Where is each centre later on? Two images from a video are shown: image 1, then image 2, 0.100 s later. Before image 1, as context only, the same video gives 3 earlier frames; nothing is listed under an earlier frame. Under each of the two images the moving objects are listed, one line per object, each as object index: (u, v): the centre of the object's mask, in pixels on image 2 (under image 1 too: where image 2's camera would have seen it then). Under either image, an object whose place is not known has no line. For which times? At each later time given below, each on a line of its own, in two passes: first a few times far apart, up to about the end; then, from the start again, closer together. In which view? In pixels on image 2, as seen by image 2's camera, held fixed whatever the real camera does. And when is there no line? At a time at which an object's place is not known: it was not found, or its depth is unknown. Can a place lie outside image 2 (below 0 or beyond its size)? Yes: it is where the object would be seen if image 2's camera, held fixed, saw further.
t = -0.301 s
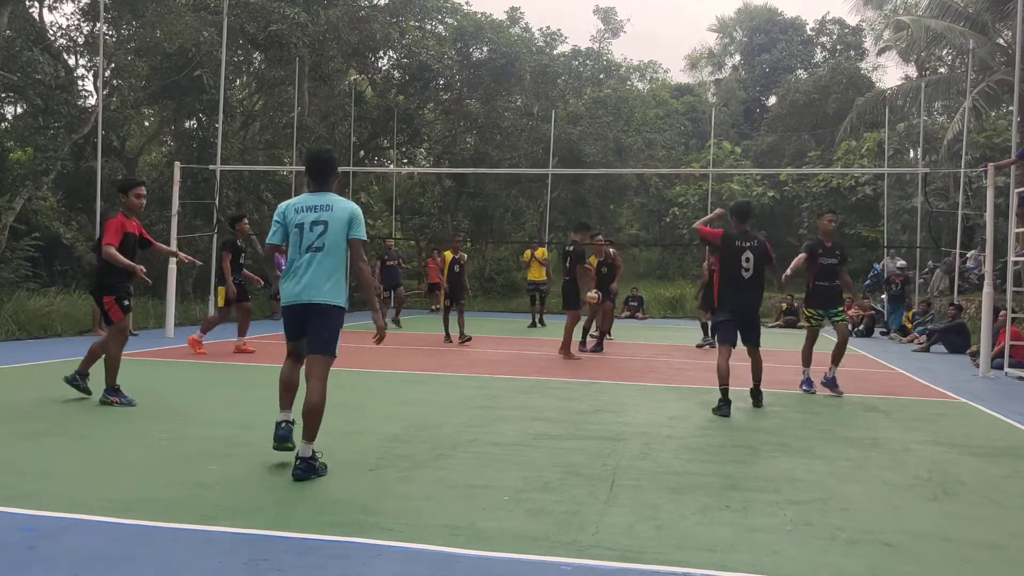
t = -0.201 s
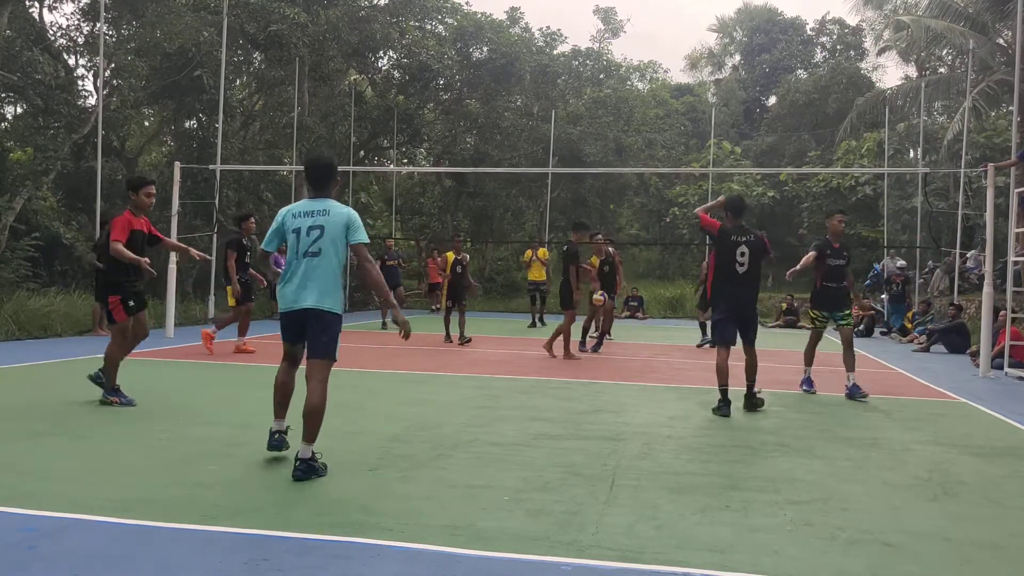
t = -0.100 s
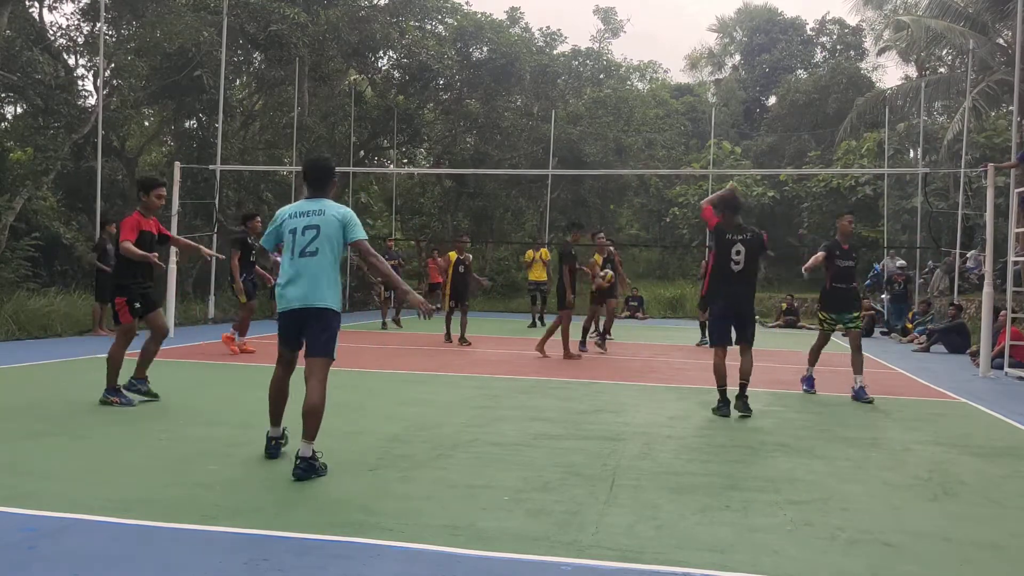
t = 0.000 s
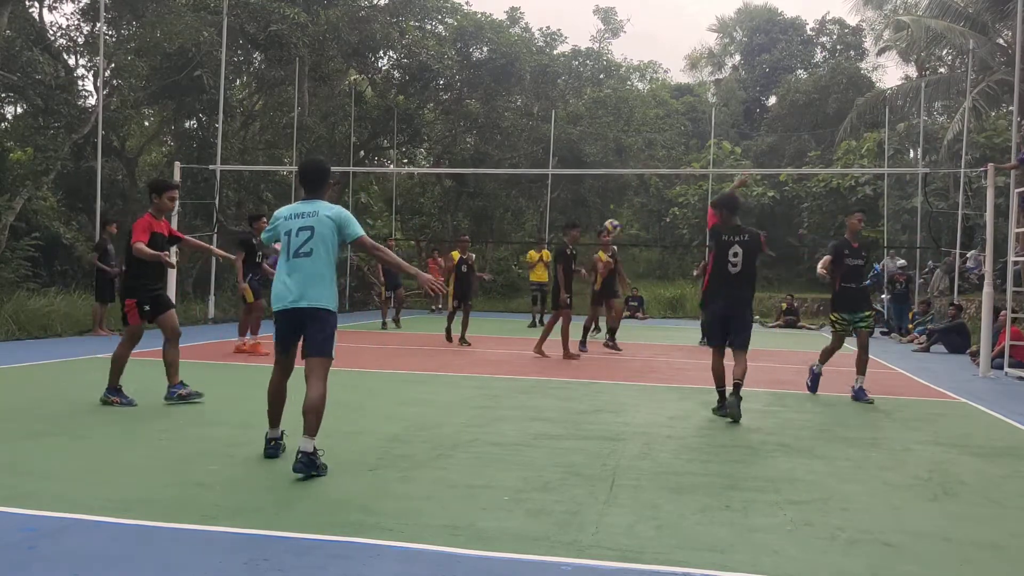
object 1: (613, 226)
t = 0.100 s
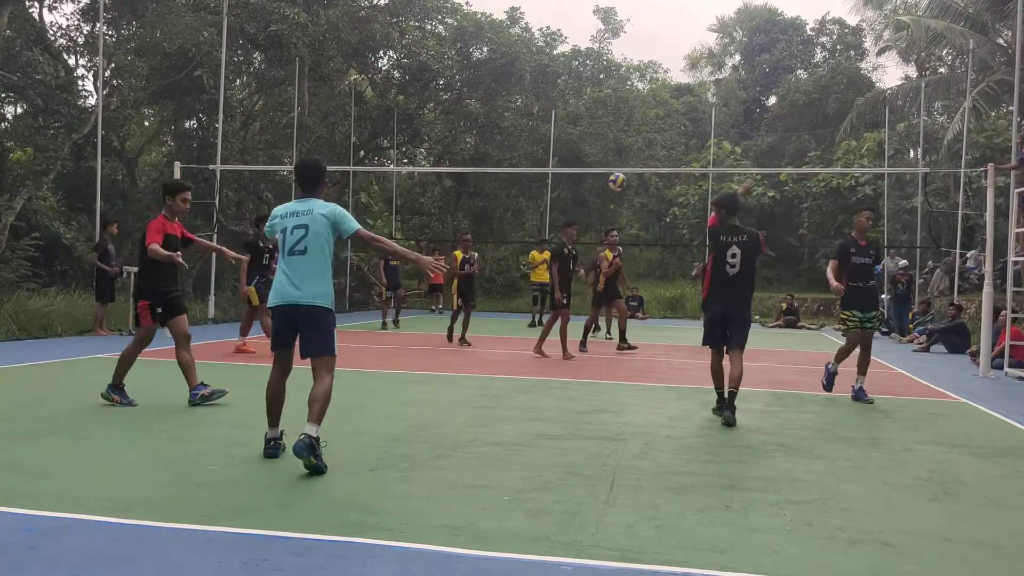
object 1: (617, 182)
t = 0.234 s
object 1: (623, 128)
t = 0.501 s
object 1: (637, 55)
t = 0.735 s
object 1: (648, 43)
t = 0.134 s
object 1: (619, 167)
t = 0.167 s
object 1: (622, 154)
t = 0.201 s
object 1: (622, 142)
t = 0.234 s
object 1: (623, 128)
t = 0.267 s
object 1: (625, 116)
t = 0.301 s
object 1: (627, 106)
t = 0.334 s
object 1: (629, 95)
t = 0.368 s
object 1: (632, 86)
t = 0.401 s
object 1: (633, 76)
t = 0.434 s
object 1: (633, 68)
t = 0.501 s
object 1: (637, 55)
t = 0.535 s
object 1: (639, 51)
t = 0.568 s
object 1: (640, 47)
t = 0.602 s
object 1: (642, 43)
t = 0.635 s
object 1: (643, 41)
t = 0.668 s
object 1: (645, 40)
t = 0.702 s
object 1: (646, 41)
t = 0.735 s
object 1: (648, 43)
